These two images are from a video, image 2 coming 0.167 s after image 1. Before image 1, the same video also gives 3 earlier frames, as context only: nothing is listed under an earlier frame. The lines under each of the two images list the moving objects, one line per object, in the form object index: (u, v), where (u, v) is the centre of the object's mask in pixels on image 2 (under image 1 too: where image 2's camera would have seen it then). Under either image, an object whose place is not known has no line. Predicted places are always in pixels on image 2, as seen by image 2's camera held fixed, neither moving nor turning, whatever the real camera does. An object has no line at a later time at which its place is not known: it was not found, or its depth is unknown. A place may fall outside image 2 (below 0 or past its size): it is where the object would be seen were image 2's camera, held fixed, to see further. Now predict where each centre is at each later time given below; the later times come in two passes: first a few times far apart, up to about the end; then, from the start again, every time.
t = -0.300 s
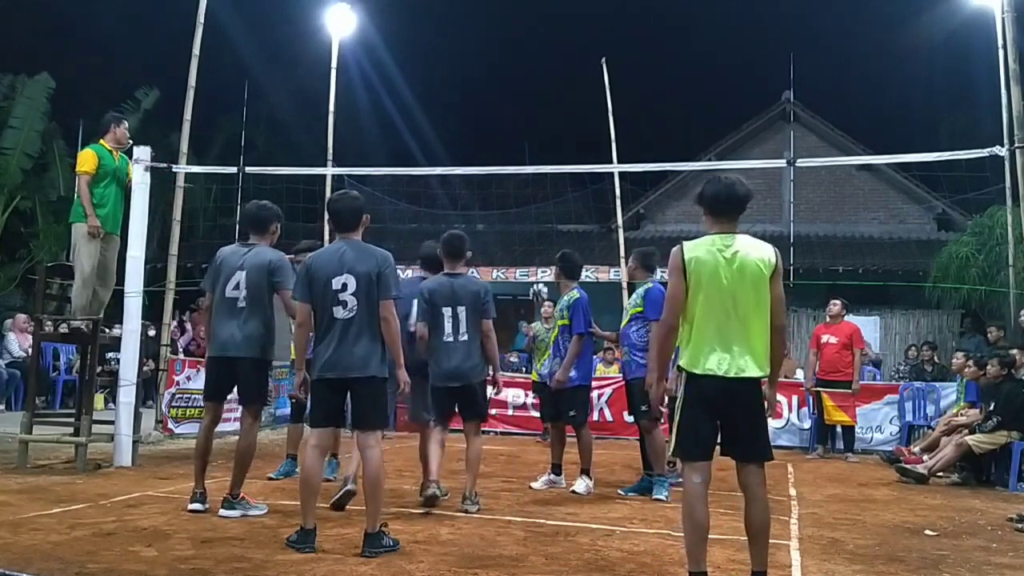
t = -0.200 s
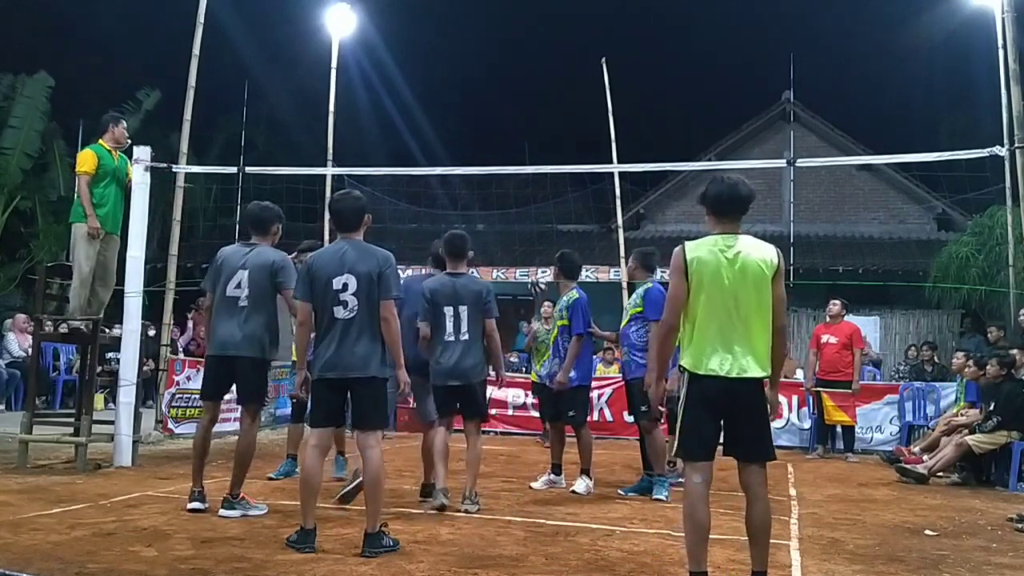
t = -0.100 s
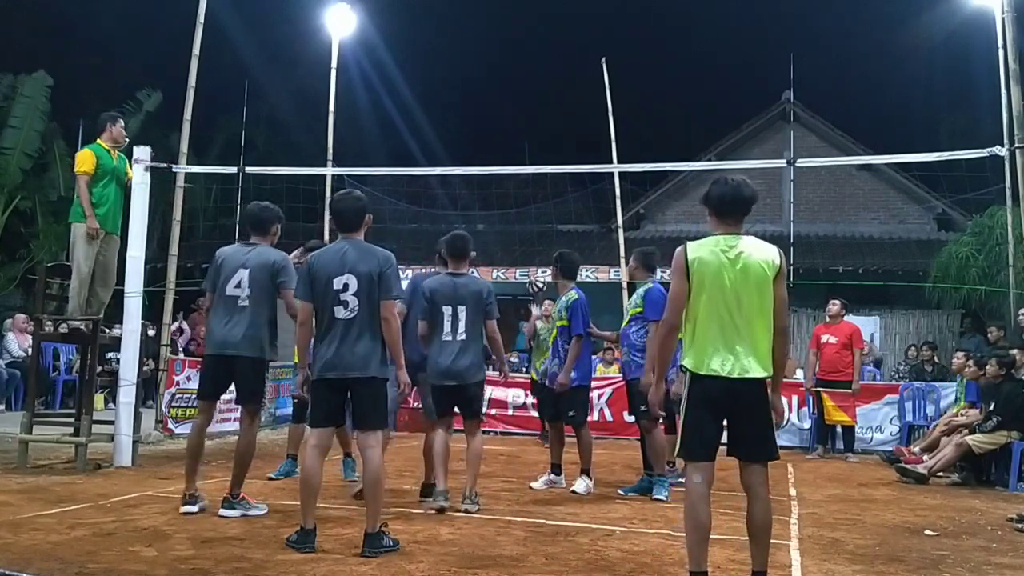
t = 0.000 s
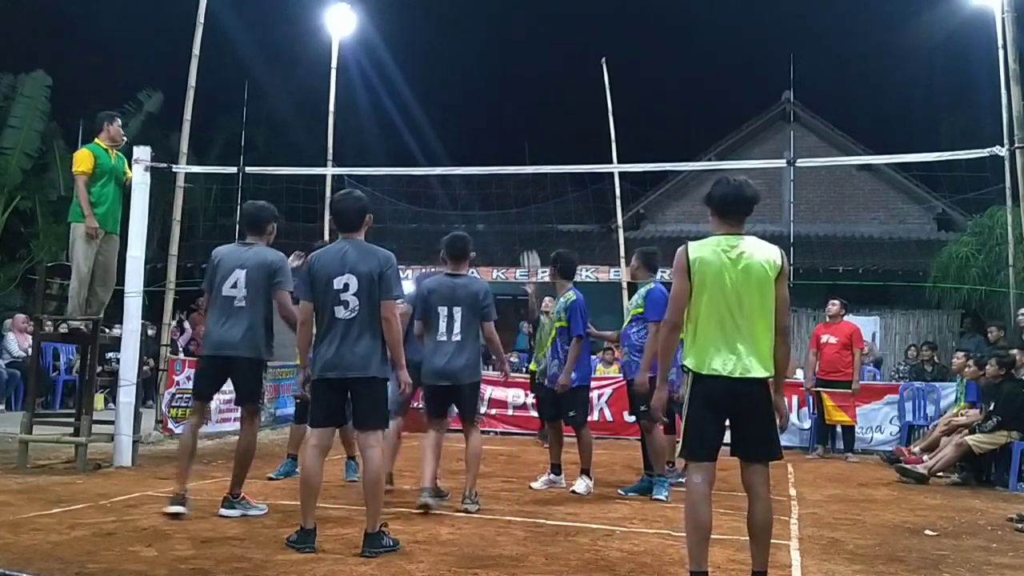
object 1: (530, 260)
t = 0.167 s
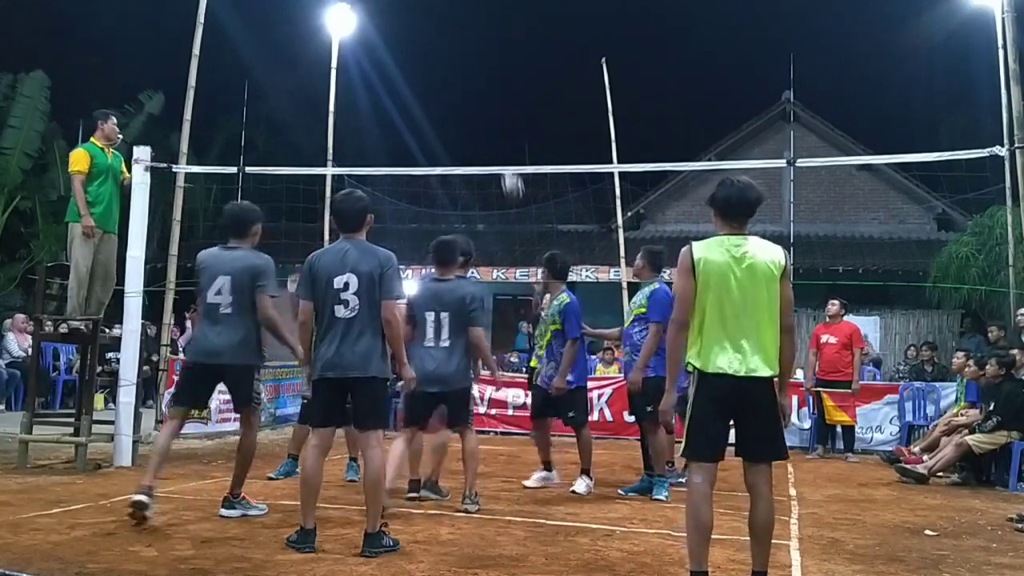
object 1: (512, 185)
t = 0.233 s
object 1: (504, 153)
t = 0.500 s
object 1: (468, 66)
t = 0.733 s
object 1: (430, 37)
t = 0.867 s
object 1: (402, 49)
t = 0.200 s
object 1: (508, 166)
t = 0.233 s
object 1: (504, 153)
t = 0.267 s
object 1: (500, 141)
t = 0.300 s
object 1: (496, 129)
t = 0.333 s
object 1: (492, 116)
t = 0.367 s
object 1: (487, 104)
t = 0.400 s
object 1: (482, 93)
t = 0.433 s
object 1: (478, 84)
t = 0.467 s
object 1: (474, 74)
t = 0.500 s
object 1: (468, 66)
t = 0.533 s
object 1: (463, 58)
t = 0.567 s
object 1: (459, 51)
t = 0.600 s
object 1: (453, 46)
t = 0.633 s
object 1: (448, 42)
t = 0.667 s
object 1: (442, 39)
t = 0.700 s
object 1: (436, 37)
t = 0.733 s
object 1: (430, 37)
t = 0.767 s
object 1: (423, 38)
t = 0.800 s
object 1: (417, 39)
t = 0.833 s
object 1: (409, 44)
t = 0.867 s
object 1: (402, 49)
